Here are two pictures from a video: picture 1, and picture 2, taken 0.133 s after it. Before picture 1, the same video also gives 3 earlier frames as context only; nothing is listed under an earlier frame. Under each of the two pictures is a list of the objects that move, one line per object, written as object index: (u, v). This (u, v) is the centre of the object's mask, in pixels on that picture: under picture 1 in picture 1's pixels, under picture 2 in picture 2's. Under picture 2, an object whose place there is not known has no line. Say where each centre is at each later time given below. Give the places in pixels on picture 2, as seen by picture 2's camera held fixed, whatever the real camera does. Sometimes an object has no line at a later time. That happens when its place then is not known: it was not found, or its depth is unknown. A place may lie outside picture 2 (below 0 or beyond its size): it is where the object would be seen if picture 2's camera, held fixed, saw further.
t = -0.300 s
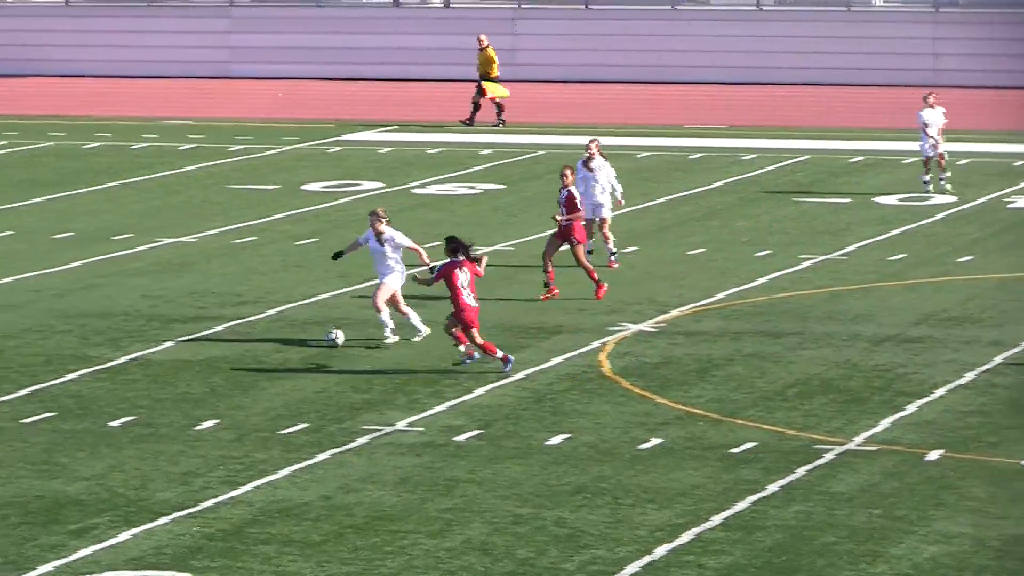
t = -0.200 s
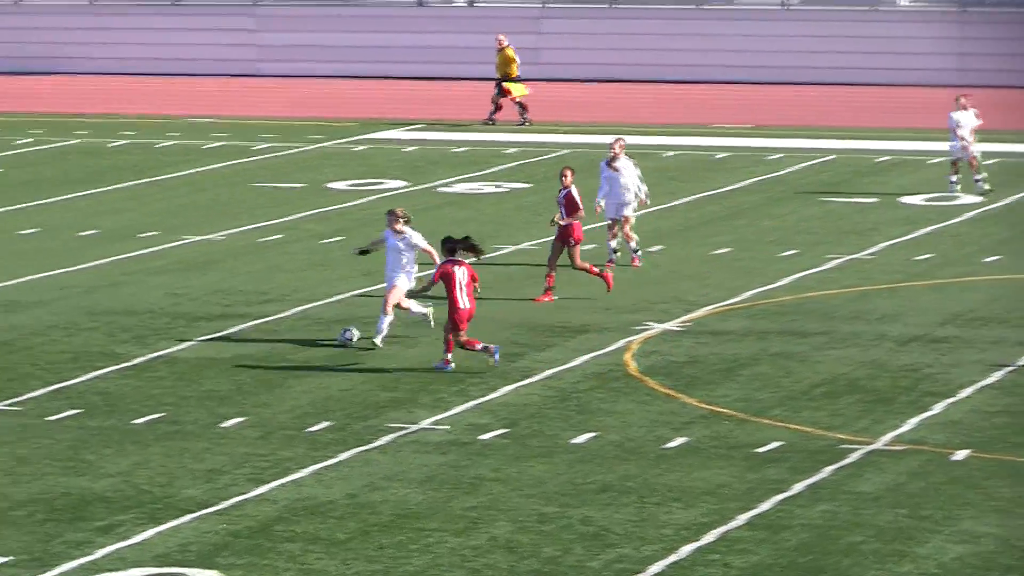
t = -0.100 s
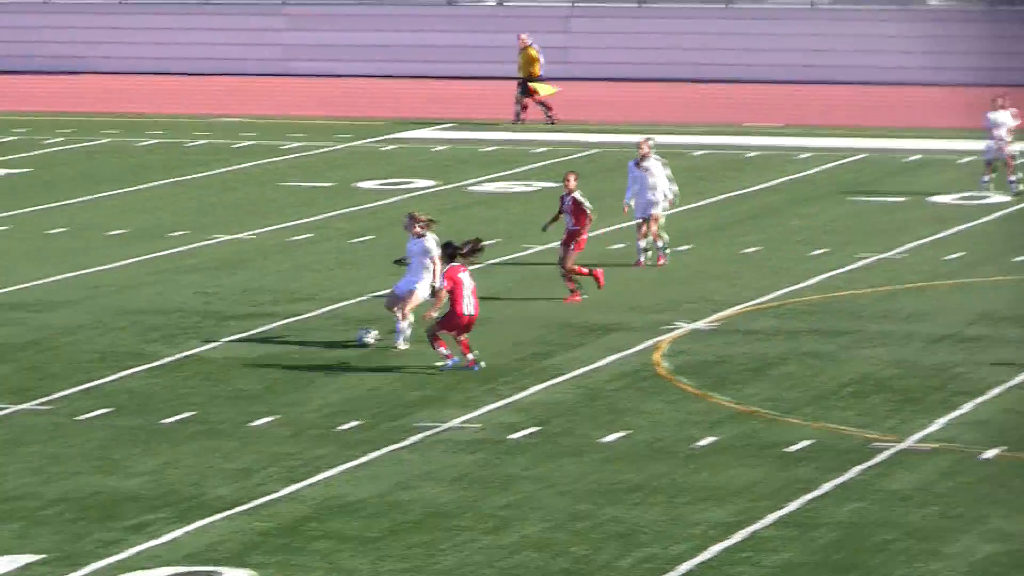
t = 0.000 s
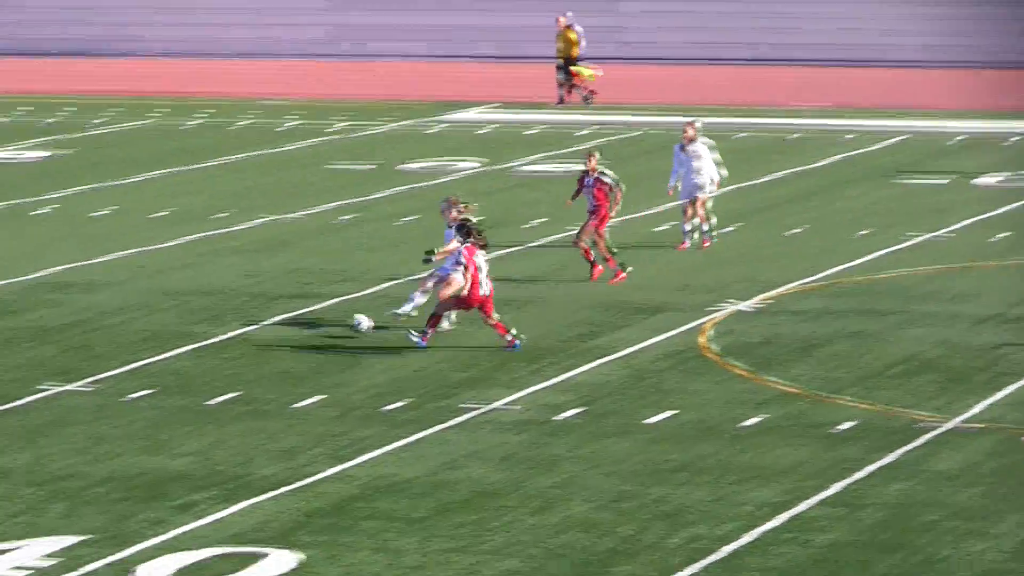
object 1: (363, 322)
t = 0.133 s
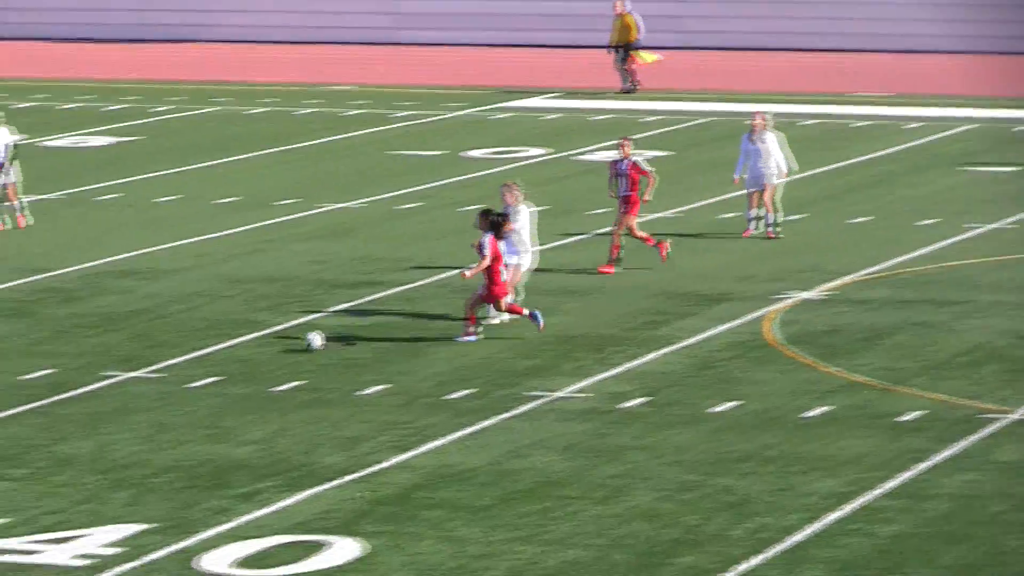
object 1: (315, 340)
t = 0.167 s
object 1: (289, 341)
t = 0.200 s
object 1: (264, 348)
